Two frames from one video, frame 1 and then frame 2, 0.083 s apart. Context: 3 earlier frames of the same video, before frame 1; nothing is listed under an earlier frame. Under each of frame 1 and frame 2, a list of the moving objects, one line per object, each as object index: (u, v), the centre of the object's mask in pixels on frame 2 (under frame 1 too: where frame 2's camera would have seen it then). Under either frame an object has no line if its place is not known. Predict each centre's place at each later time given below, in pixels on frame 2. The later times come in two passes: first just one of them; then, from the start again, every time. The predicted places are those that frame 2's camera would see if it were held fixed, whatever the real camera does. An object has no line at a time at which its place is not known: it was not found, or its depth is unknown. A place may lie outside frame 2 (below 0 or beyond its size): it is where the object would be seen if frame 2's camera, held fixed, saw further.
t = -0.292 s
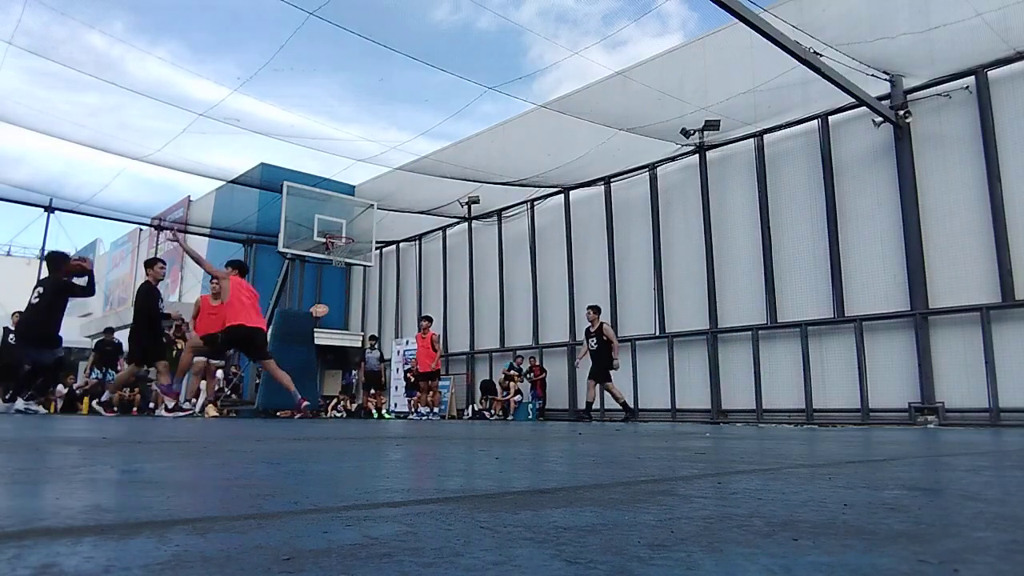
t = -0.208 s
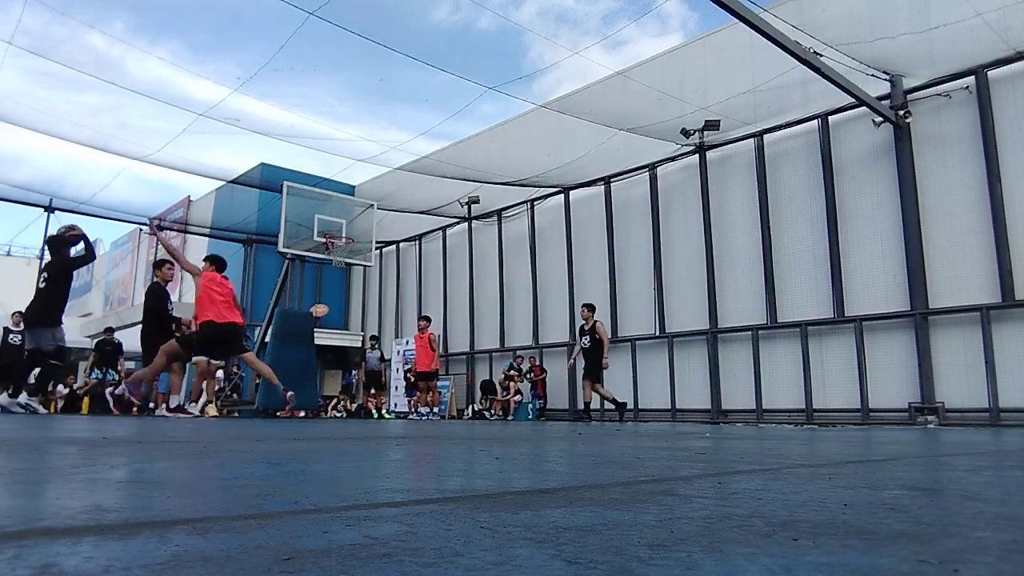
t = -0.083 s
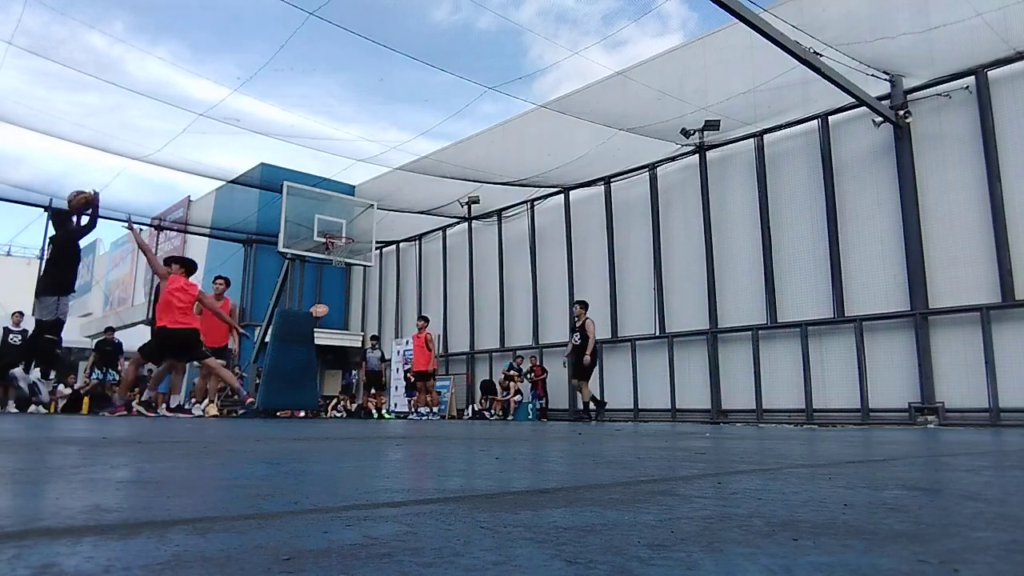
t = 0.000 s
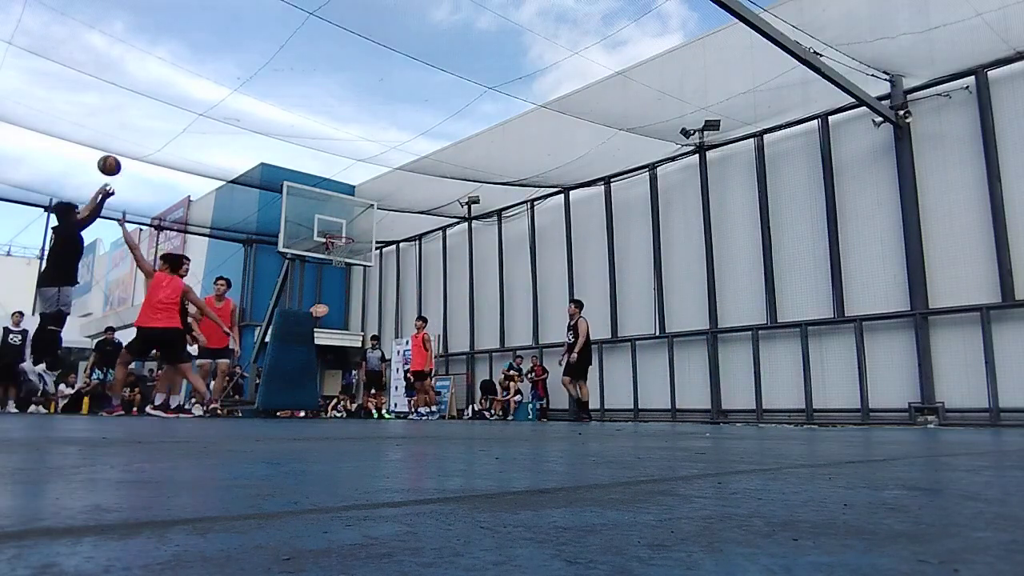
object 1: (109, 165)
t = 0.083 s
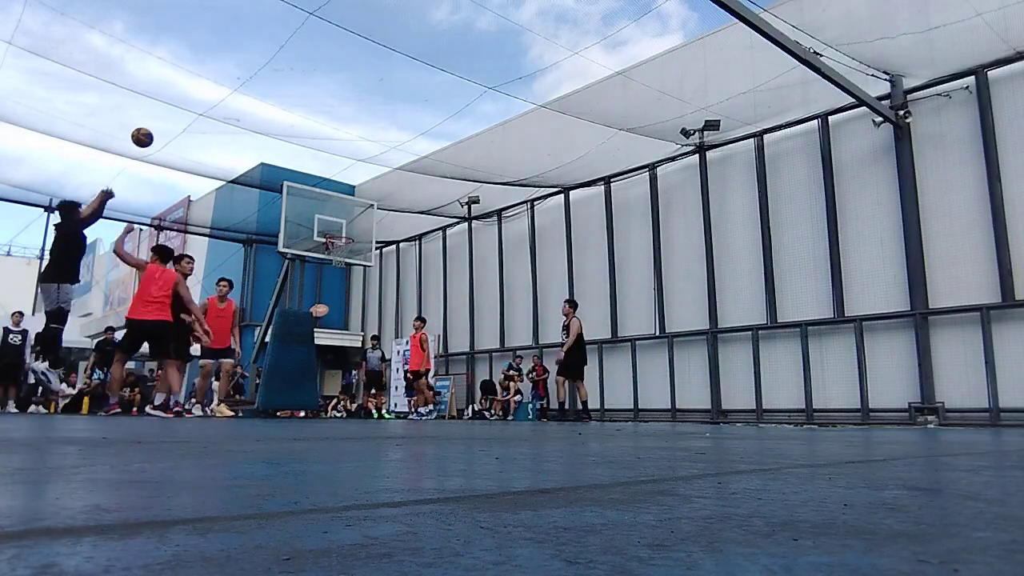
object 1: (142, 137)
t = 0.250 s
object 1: (197, 105)
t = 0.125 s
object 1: (157, 127)
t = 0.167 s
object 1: (171, 118)
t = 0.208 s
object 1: (185, 111)
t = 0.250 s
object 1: (197, 105)
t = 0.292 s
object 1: (209, 101)
